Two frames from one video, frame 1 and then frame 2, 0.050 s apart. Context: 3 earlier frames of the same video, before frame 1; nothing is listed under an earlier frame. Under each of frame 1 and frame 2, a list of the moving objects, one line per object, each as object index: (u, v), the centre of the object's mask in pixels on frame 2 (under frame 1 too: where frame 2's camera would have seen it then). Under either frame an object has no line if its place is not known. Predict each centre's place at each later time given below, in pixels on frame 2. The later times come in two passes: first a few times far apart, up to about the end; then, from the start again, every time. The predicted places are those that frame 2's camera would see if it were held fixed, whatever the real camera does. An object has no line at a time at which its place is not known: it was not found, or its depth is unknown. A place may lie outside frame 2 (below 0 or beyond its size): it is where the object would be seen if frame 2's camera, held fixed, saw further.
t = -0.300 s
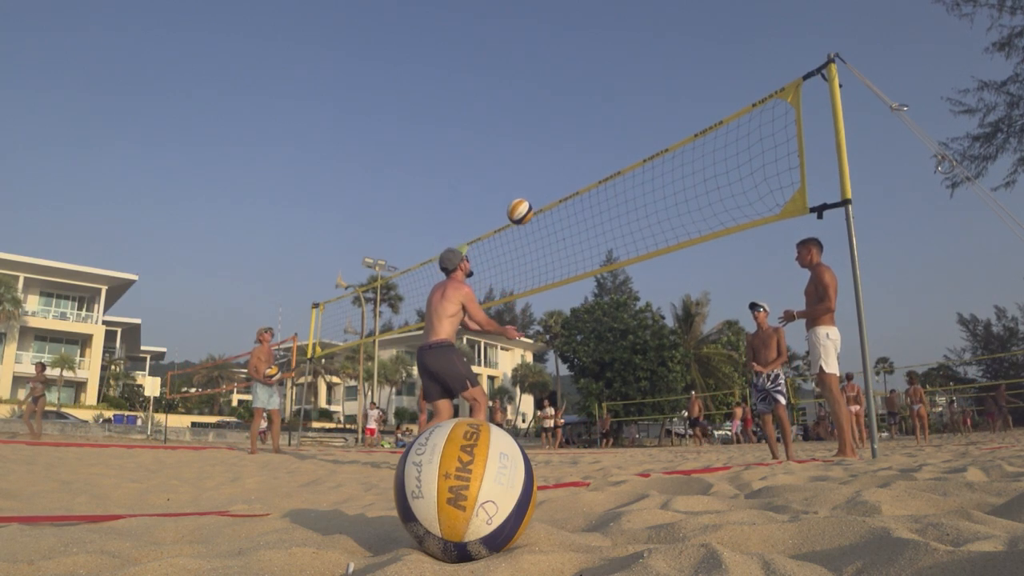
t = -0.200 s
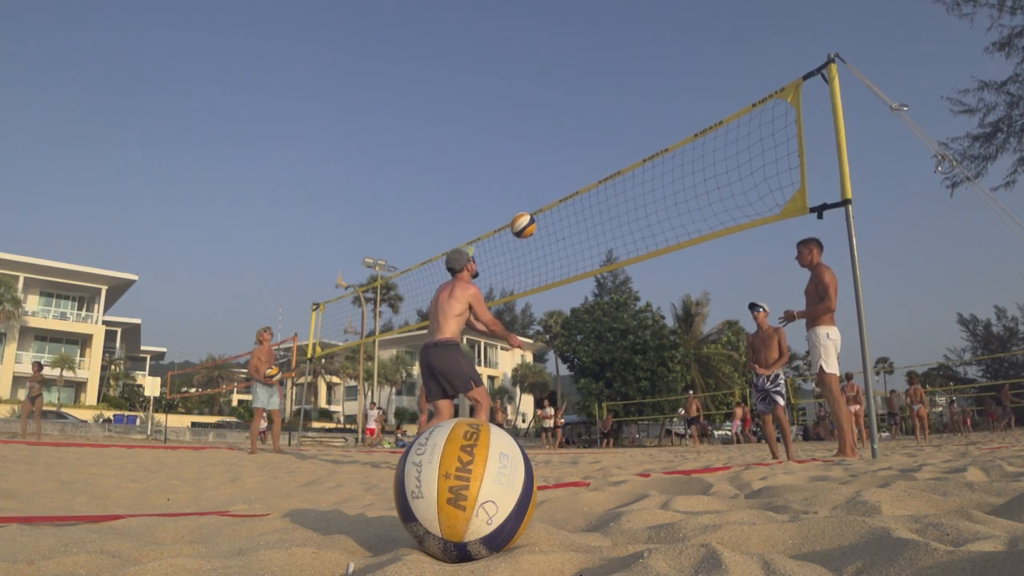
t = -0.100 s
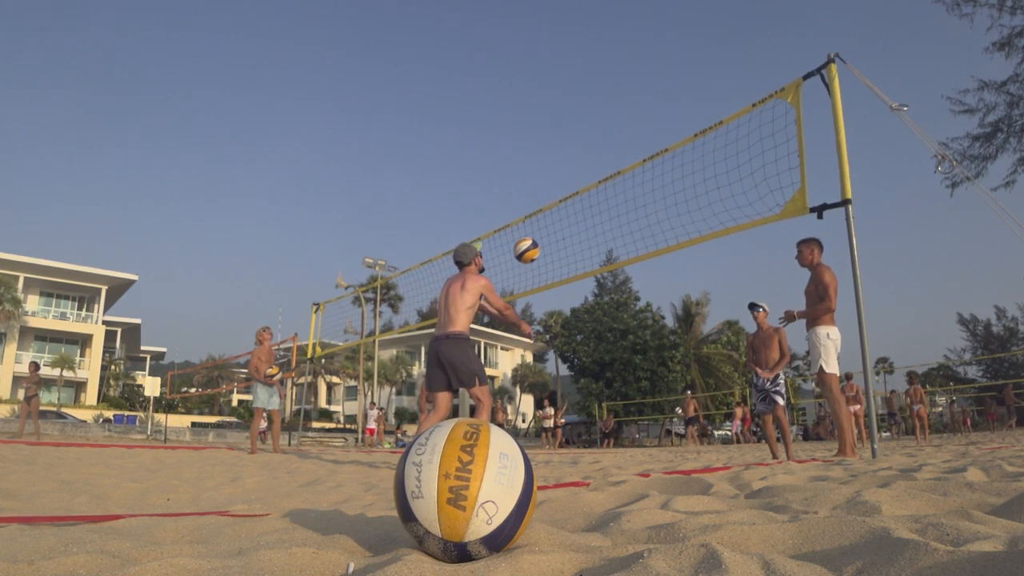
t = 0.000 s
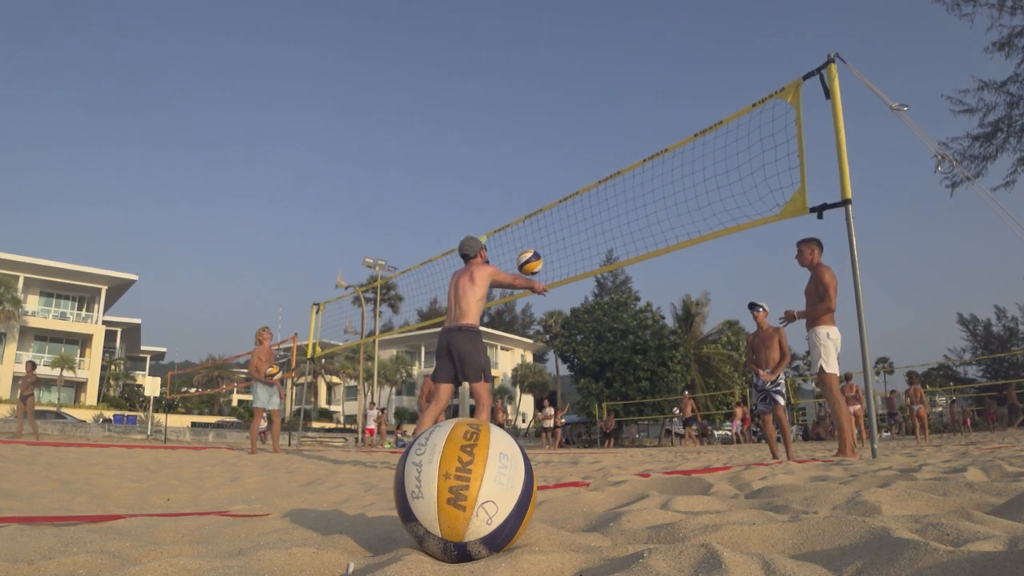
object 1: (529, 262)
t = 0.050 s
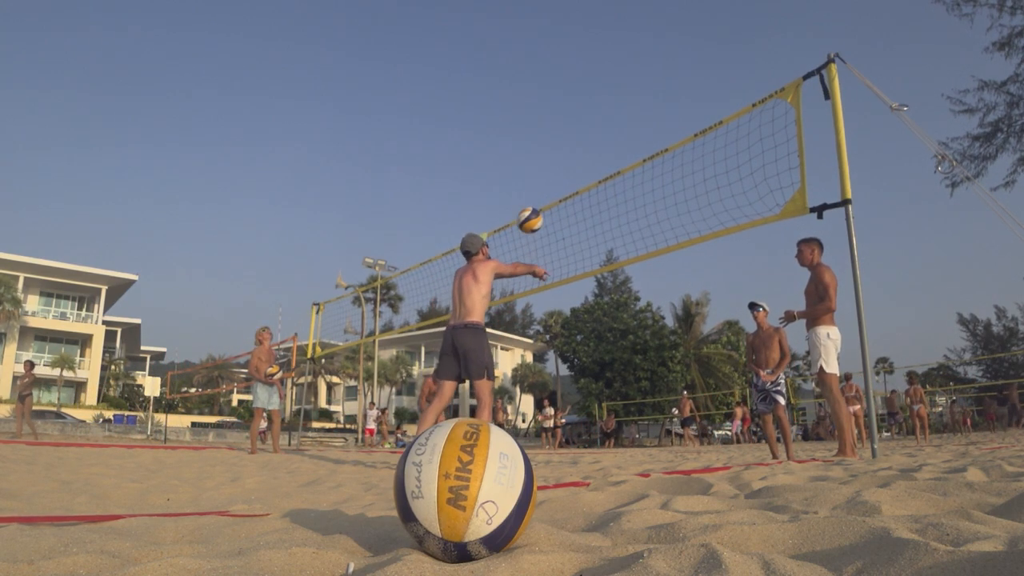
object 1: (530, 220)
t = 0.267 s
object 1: (534, 89)
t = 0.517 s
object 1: (546, 20)
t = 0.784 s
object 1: (560, 16)
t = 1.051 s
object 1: (575, 74)
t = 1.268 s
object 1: (590, 170)
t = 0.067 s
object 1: (529, 207)
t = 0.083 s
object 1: (530, 194)
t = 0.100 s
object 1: (530, 182)
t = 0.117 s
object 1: (530, 171)
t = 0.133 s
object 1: (530, 160)
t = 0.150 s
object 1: (531, 150)
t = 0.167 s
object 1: (531, 140)
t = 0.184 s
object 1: (531, 130)
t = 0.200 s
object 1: (532, 121)
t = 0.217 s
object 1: (532, 113)
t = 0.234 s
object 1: (533, 105)
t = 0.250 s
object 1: (533, 97)
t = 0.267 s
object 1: (534, 89)
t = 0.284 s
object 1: (535, 82)
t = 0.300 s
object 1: (536, 76)
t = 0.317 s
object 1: (536, 70)
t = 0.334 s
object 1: (537, 64)
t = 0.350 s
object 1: (538, 58)
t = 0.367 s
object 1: (539, 53)
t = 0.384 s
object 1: (539, 48)
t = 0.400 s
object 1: (540, 44)
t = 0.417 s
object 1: (541, 39)
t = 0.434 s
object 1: (542, 35)
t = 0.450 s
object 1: (543, 32)
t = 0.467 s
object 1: (544, 28)
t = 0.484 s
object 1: (544, 25)
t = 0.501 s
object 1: (545, 22)
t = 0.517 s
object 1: (546, 20)
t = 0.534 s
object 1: (547, 18)
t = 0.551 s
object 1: (548, 16)
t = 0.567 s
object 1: (549, 14)
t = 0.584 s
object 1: (549, 13)
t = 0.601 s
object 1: (550, 11)
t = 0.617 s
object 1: (551, 11)
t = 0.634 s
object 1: (552, 10)
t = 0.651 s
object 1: (553, 10)
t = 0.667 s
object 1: (554, 10)
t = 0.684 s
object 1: (555, 10)
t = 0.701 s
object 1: (556, 10)
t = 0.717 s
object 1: (556, 11)
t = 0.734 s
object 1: (557, 11)
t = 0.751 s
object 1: (558, 13)
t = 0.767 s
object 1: (559, 14)
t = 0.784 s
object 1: (560, 16)
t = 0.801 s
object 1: (561, 18)
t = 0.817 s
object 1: (562, 19)
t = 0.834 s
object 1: (563, 22)
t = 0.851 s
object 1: (564, 24)
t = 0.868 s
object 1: (564, 27)
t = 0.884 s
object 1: (565, 30)
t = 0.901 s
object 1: (566, 34)
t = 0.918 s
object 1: (567, 37)
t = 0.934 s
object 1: (568, 41)
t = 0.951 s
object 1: (569, 45)
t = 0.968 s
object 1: (570, 49)
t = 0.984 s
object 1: (571, 54)
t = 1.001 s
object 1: (572, 59)
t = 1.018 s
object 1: (573, 64)
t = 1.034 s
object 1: (574, 69)
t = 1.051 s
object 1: (575, 74)
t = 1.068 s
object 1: (576, 80)
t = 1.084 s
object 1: (577, 86)
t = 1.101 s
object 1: (578, 93)
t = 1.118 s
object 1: (579, 99)
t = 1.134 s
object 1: (580, 106)
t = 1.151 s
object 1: (581, 113)
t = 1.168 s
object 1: (583, 120)
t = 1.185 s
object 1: (584, 128)
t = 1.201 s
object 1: (585, 136)
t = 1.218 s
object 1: (586, 144)
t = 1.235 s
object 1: (587, 153)
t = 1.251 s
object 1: (588, 162)
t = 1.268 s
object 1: (590, 170)
